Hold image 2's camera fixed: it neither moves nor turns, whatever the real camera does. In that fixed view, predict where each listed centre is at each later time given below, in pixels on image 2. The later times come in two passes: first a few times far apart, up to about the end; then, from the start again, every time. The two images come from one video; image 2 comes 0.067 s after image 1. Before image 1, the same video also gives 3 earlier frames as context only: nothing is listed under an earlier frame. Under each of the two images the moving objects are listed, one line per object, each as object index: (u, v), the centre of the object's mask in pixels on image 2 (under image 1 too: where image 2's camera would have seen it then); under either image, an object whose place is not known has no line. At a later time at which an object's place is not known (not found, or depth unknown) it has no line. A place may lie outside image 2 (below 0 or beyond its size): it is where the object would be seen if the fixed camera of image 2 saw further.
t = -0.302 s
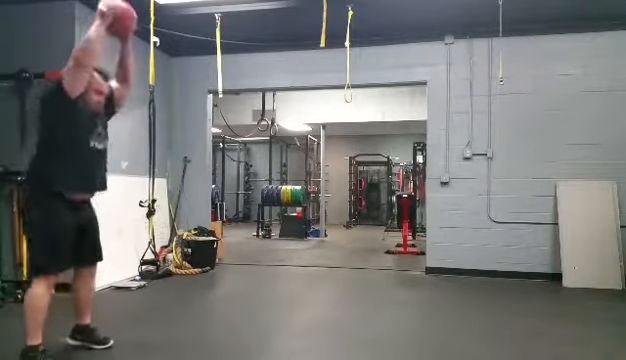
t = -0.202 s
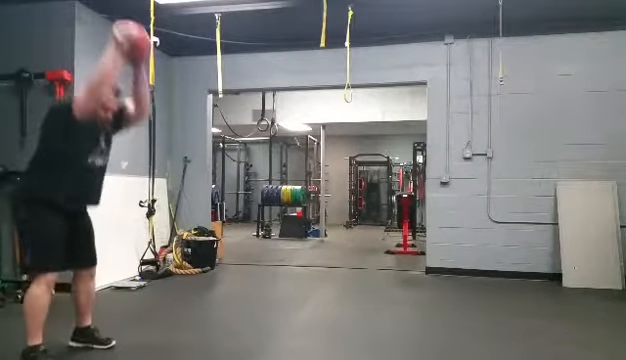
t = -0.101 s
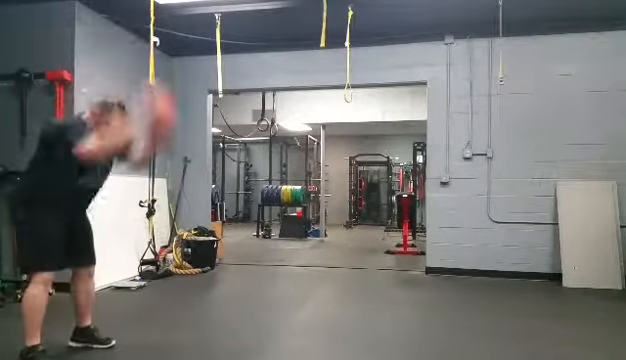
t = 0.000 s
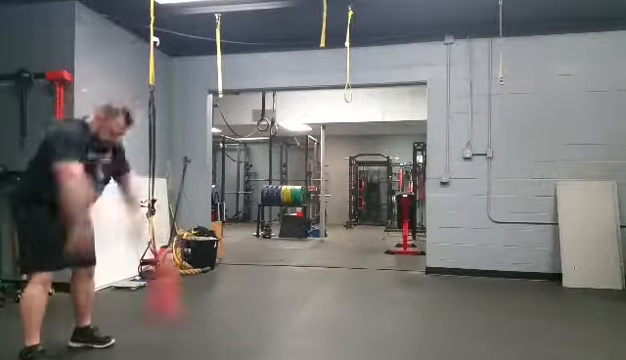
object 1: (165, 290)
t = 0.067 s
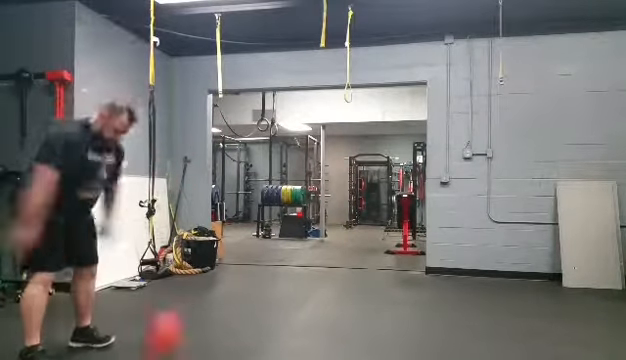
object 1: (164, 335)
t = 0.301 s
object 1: (172, 150)
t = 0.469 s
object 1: (174, 70)
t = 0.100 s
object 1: (165, 302)
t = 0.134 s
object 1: (166, 274)
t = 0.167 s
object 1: (168, 245)
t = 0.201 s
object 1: (171, 218)
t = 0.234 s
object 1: (171, 194)
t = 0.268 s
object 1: (171, 169)
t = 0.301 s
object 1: (172, 150)
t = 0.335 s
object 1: (173, 130)
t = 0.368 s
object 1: (173, 113)
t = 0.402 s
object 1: (173, 97)
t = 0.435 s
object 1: (173, 82)
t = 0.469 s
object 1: (174, 70)
